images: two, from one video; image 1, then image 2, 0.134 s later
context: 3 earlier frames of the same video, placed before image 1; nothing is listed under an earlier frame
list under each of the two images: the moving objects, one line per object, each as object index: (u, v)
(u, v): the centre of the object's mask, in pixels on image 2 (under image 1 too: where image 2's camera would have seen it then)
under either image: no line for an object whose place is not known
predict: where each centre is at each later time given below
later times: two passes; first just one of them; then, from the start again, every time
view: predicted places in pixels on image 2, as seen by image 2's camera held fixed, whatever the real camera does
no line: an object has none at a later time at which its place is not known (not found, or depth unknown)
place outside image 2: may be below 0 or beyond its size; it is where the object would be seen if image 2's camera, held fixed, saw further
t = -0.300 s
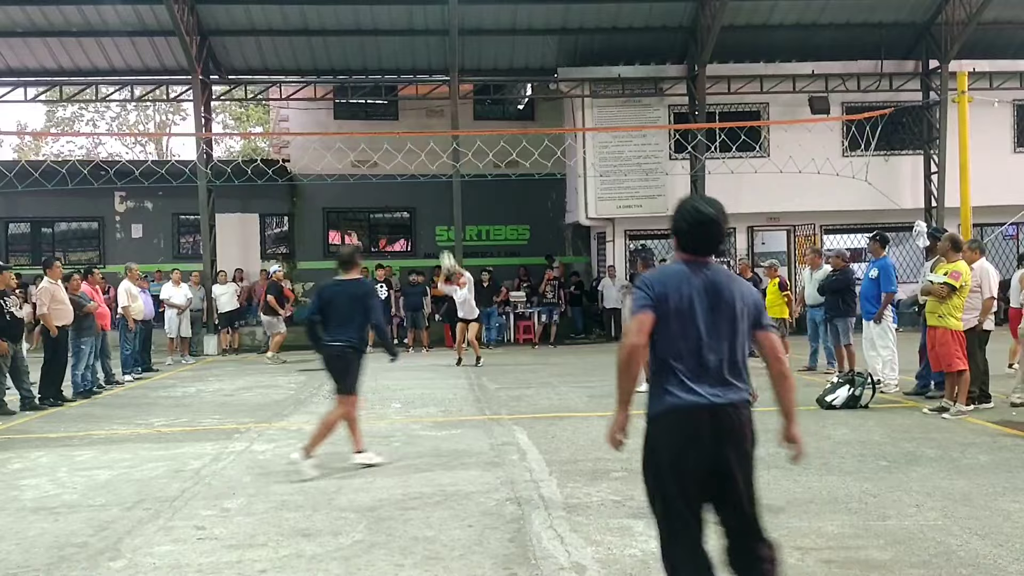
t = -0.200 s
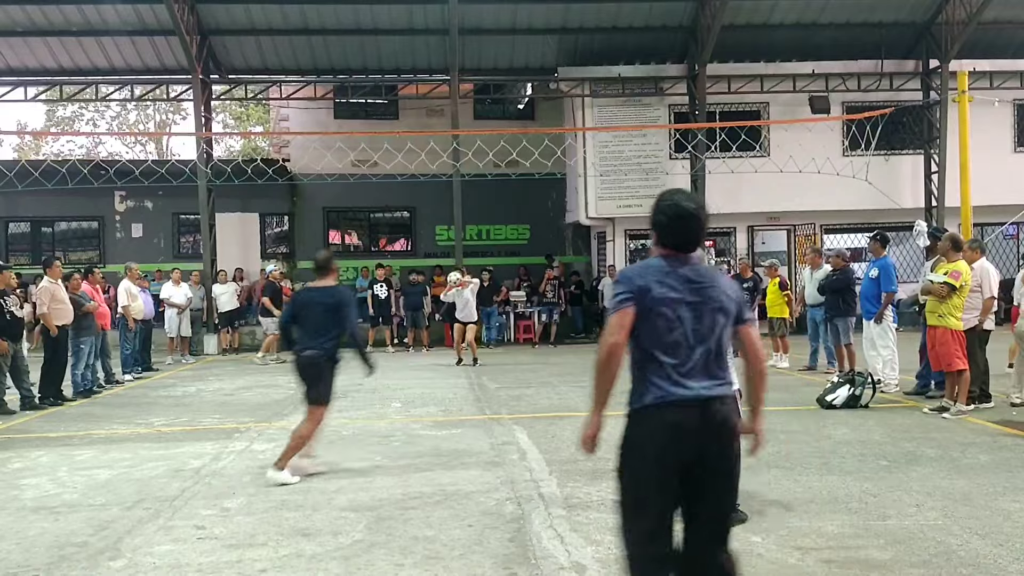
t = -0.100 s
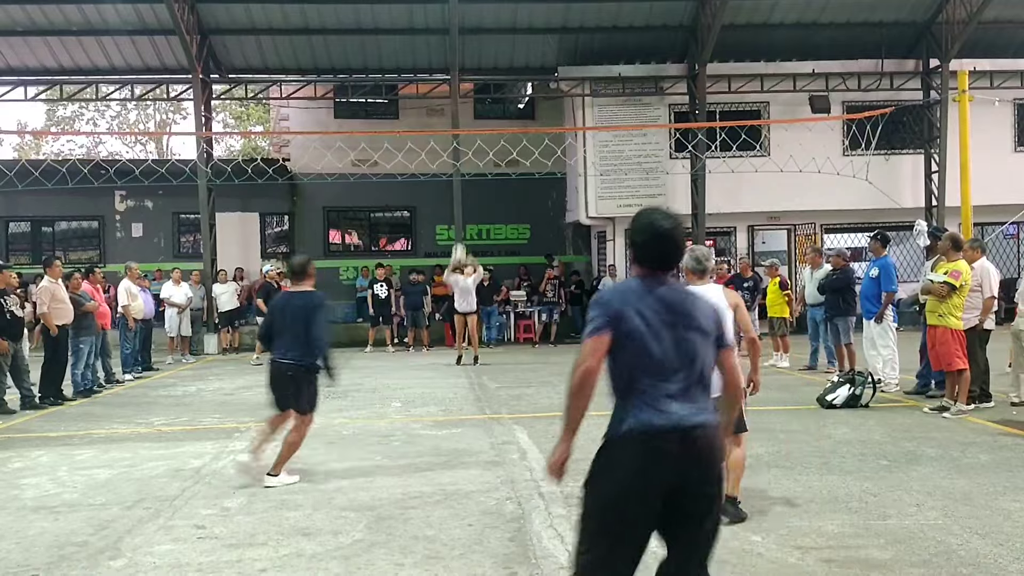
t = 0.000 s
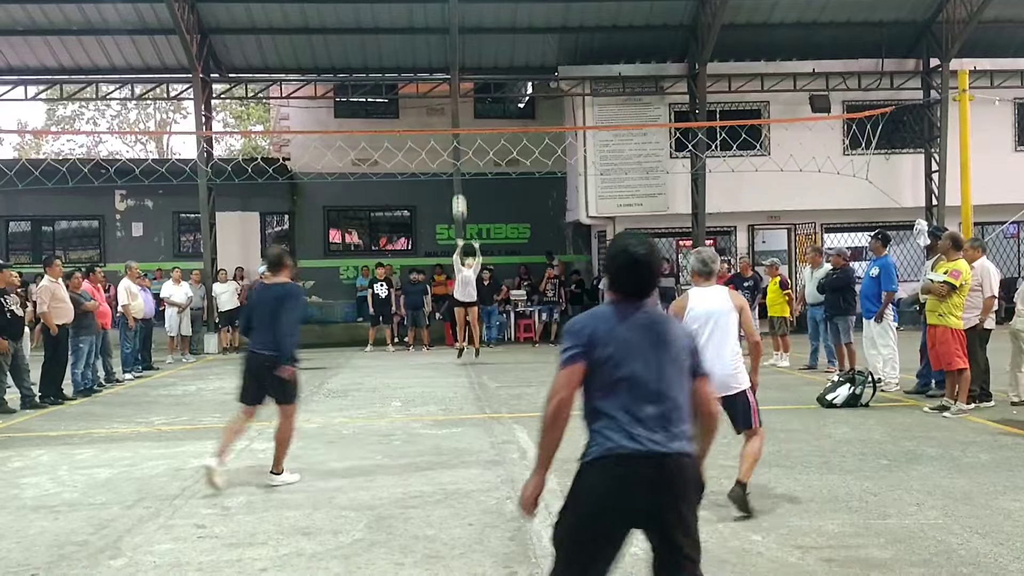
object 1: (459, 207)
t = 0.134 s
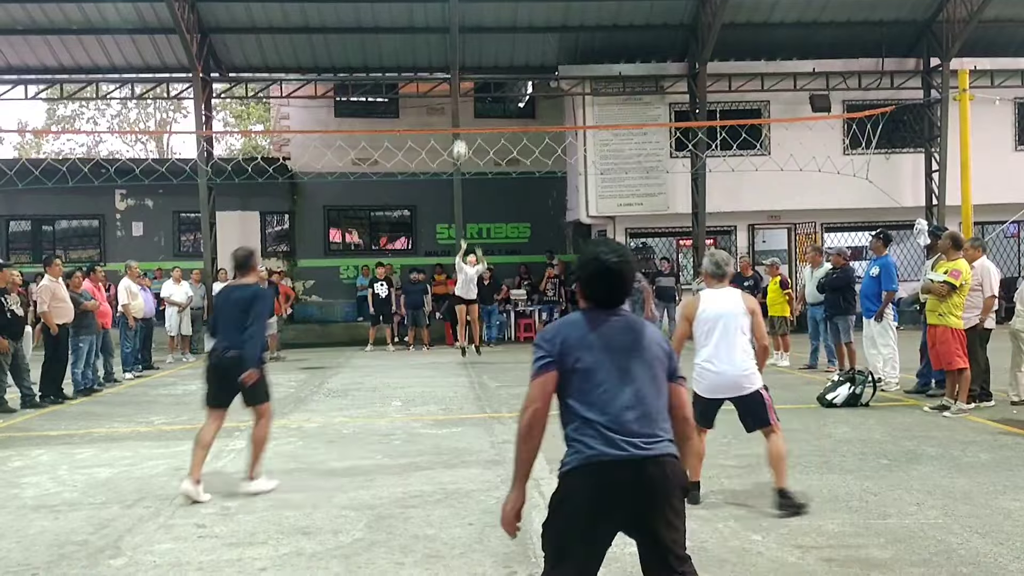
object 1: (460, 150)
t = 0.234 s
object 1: (460, 115)
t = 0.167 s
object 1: (460, 138)
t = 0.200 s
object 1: (460, 122)
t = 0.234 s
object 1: (460, 115)
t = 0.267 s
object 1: (460, 105)
